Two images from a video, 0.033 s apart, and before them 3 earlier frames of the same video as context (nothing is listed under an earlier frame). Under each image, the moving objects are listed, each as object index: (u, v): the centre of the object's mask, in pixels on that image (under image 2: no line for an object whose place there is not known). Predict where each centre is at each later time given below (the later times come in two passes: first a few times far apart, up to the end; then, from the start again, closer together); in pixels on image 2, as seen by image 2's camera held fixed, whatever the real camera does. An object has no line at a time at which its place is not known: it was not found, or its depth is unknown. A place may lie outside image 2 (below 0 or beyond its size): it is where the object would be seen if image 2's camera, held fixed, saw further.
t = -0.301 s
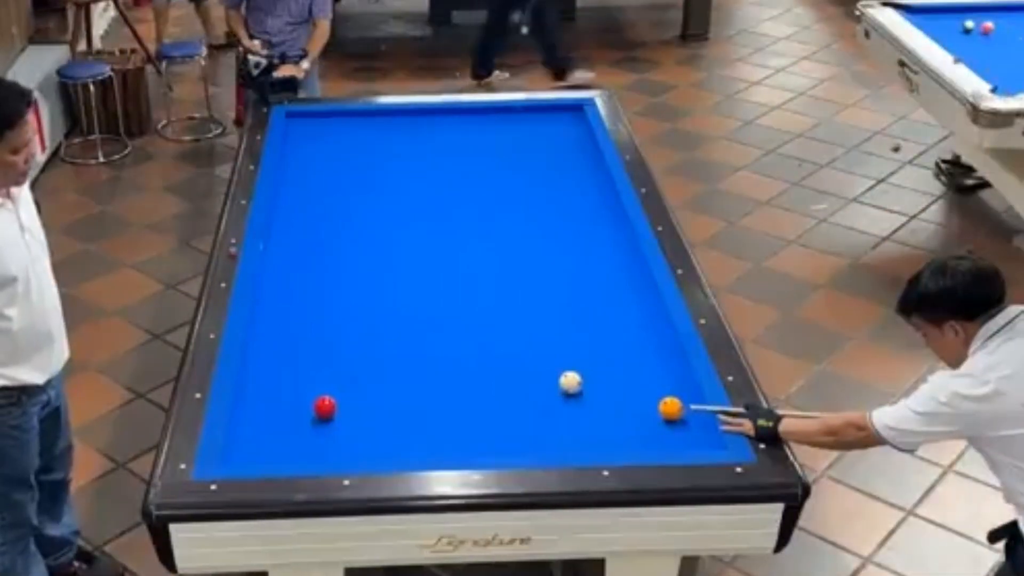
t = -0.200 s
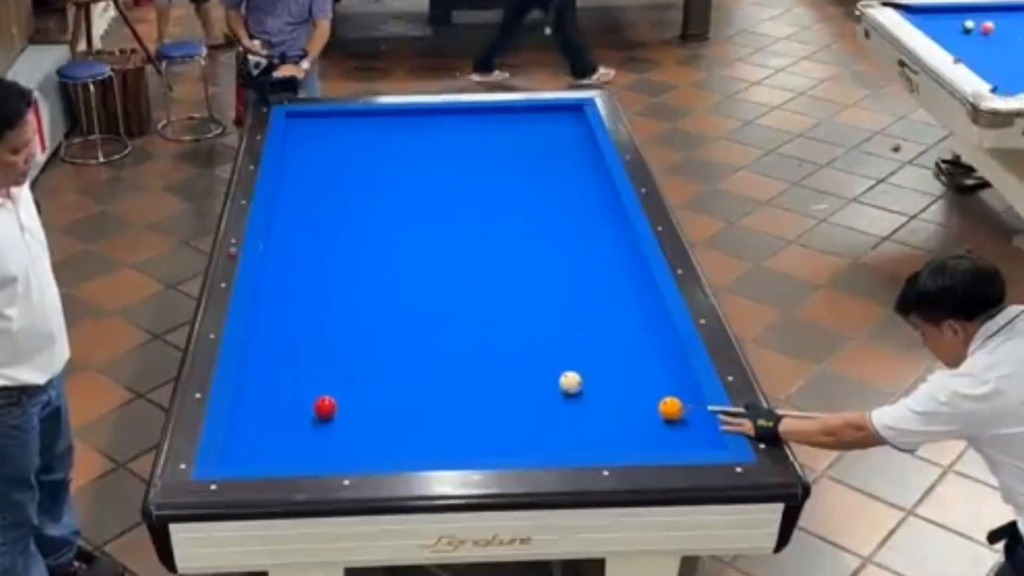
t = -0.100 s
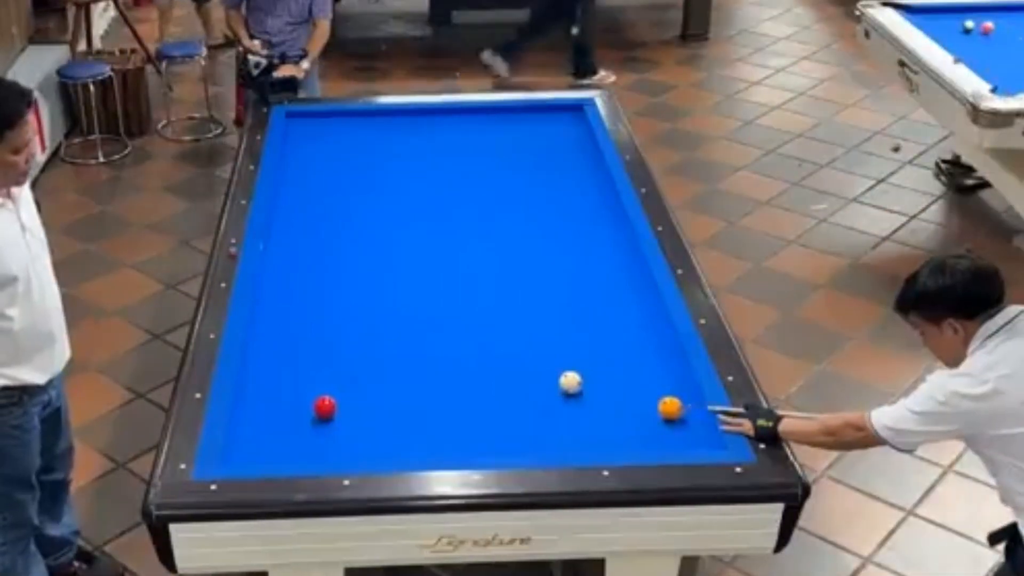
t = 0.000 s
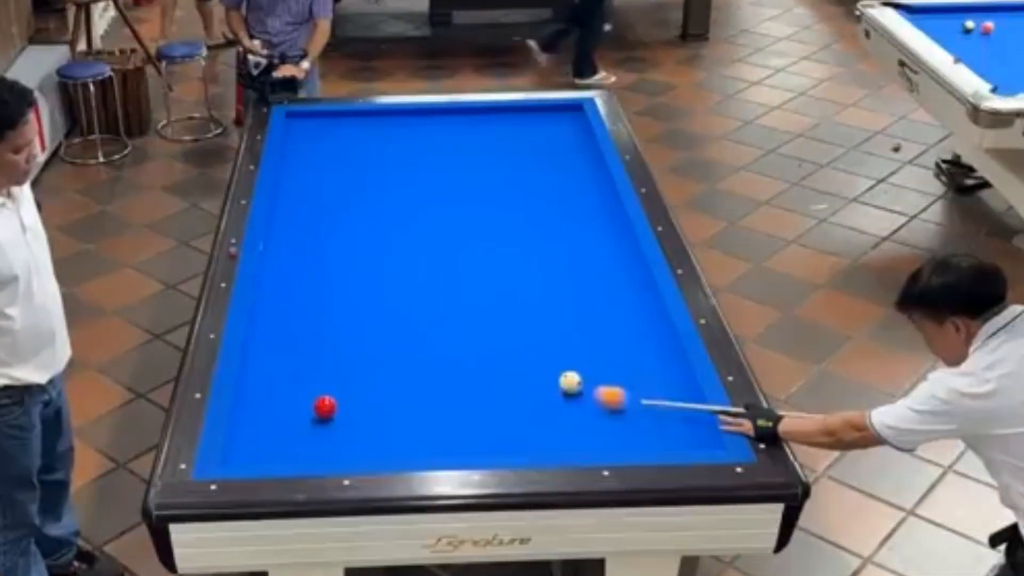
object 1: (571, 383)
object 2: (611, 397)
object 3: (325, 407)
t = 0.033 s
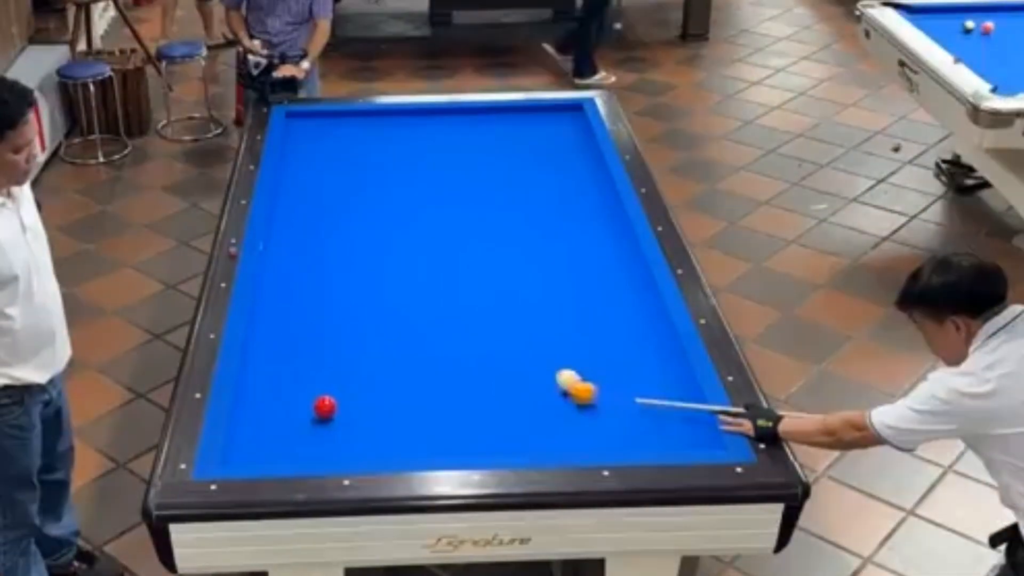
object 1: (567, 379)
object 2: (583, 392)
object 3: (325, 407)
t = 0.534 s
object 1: (418, 283)
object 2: (386, 442)
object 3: (325, 407)
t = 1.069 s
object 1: (310, 212)
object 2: (283, 437)
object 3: (325, 407)
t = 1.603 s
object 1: (318, 160)
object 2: (387, 417)
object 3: (332, 383)
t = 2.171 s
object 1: (366, 119)
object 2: (485, 409)
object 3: (339, 353)
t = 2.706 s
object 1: (403, 128)
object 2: (569, 403)
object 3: (345, 329)
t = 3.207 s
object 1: (438, 145)
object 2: (643, 398)
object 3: (350, 310)
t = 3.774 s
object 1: (478, 165)
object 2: (674, 398)
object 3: (353, 292)
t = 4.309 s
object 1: (515, 183)
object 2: (643, 405)
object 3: (357, 278)
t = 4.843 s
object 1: (553, 201)
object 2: (615, 411)
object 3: (358, 266)
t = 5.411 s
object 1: (594, 221)
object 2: (590, 417)
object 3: (359, 256)
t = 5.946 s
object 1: (625, 238)
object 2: (571, 420)
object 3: (360, 248)
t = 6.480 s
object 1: (615, 253)
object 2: (554, 421)
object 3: (360, 243)
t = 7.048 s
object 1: (604, 267)
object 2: (543, 421)
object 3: (359, 239)
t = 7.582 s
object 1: (595, 279)
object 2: (537, 421)
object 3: (359, 237)
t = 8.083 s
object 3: (358, 237)
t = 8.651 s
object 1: (582, 298)
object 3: (358, 237)
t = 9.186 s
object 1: (578, 305)
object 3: (358, 237)
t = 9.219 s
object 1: (578, 305)
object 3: (358, 237)
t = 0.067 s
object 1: (554, 372)
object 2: (570, 398)
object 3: (325, 407)
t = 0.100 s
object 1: (541, 363)
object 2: (556, 402)
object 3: (325, 407)
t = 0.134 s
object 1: (528, 355)
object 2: (543, 407)
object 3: (325, 407)
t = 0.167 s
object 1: (516, 347)
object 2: (530, 410)
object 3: (325, 407)
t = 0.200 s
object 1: (505, 339)
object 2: (517, 414)
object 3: (325, 407)
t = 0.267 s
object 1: (485, 326)
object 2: (491, 420)
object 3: (325, 407)
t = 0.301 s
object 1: (476, 320)
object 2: (478, 422)
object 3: (325, 407)
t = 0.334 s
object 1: (466, 314)
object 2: (465, 425)
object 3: (325, 407)
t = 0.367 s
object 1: (458, 309)
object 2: (452, 428)
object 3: (325, 407)
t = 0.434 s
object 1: (442, 298)
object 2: (425, 434)
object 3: (325, 407)
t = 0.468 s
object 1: (434, 293)
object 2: (412, 437)
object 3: (325, 407)
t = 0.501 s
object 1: (426, 288)
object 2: (399, 439)
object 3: (325, 407)
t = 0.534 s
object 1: (418, 283)
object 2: (386, 442)
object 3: (325, 407)
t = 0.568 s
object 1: (411, 278)
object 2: (372, 445)
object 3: (325, 407)
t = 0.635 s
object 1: (396, 268)
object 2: (345, 449)
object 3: (325, 407)
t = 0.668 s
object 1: (389, 263)
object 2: (331, 452)
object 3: (325, 407)
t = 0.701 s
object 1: (382, 259)
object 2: (318, 455)
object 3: (325, 407)
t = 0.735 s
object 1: (375, 254)
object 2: (304, 457)
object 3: (325, 407)
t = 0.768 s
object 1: (368, 250)
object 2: (289, 456)
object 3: (325, 407)
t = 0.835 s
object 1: (355, 241)
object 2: (261, 454)
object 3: (325, 407)
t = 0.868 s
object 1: (348, 236)
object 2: (246, 454)
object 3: (325, 407)
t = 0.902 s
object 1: (342, 232)
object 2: (233, 453)
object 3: (325, 407)
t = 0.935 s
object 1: (335, 228)
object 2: (242, 451)
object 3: (325, 407)
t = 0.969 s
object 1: (329, 224)
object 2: (253, 447)
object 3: (325, 407)
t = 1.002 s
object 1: (322, 220)
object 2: (264, 444)
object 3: (325, 407)
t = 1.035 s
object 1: (316, 216)
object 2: (274, 440)
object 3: (325, 407)
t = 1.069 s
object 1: (310, 212)
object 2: (283, 437)
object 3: (325, 407)
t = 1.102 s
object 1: (304, 208)
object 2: (291, 433)
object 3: (325, 407)
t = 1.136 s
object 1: (298, 204)
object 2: (299, 430)
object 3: (325, 407)
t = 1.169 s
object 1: (293, 200)
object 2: (306, 427)
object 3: (325, 407)
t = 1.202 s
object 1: (287, 196)
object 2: (313, 424)
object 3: (326, 406)
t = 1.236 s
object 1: (281, 193)
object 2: (320, 422)
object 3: (326, 403)
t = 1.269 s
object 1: (281, 190)
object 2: (327, 422)
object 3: (326, 400)
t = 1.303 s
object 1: (286, 187)
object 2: (333, 421)
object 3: (326, 400)
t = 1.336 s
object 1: (291, 184)
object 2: (339, 420)
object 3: (327, 399)
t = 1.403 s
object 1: (299, 177)
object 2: (351, 420)
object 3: (328, 394)
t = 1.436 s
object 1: (302, 175)
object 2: (357, 419)
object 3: (329, 393)
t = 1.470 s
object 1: (305, 172)
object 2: (363, 419)
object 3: (330, 391)
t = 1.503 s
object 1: (309, 169)
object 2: (369, 418)
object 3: (330, 389)
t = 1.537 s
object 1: (312, 166)
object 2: (375, 418)
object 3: (331, 386)
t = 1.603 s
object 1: (318, 160)
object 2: (387, 417)
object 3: (332, 383)
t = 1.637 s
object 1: (321, 158)
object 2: (393, 417)
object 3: (332, 381)
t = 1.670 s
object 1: (324, 155)
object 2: (399, 416)
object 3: (333, 379)
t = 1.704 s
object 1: (327, 153)
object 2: (405, 416)
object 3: (334, 377)
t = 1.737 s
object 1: (330, 150)
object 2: (410, 415)
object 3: (334, 375)
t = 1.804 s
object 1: (336, 145)
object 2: (423, 415)
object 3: (335, 372)
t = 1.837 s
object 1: (339, 143)
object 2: (428, 414)
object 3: (336, 370)
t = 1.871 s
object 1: (341, 140)
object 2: (434, 414)
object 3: (336, 368)
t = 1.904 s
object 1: (344, 138)
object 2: (440, 414)
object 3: (336, 366)
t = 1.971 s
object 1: (350, 132)
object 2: (451, 412)
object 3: (337, 363)
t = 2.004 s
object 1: (352, 130)
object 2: (456, 412)
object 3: (337, 361)
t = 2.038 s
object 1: (355, 128)
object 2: (462, 411)
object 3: (337, 359)
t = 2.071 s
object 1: (358, 125)
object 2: (467, 410)
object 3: (338, 358)
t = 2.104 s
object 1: (360, 123)
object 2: (473, 410)
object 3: (339, 356)
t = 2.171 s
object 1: (366, 119)
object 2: (485, 409)
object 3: (339, 353)
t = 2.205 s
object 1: (368, 117)
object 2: (490, 409)
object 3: (340, 351)
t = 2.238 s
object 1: (370, 115)
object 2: (495, 409)
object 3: (340, 350)
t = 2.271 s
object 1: (373, 113)
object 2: (501, 408)
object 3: (340, 348)
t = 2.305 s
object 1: (375, 114)
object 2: (506, 408)
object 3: (341, 347)
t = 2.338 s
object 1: (377, 115)
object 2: (512, 408)
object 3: (341, 345)
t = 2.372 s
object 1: (379, 117)
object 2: (517, 407)
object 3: (341, 344)
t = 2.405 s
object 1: (382, 118)
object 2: (522, 407)
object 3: (342, 342)
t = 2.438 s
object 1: (384, 119)
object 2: (527, 406)
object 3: (342, 341)
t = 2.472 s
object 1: (386, 120)
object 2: (533, 406)
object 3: (343, 339)
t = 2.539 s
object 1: (391, 122)
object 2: (543, 405)
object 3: (343, 336)
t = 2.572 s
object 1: (394, 123)
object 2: (549, 405)
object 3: (343, 335)
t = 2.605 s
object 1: (396, 125)
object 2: (553, 403)
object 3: (344, 333)
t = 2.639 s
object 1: (398, 126)
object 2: (558, 404)
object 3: (344, 332)
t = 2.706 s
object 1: (403, 128)
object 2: (569, 403)
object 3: (345, 329)
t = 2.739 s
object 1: (405, 129)
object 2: (574, 402)
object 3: (346, 328)
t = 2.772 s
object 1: (407, 130)
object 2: (579, 402)
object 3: (346, 326)
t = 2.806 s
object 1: (410, 131)
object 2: (585, 402)
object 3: (346, 325)
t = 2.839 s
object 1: (413, 132)
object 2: (589, 402)
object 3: (346, 324)
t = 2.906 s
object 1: (417, 135)
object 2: (600, 401)
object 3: (347, 321)
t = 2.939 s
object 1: (420, 135)
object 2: (604, 400)
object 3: (347, 320)
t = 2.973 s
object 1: (422, 137)
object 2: (609, 400)
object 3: (348, 319)
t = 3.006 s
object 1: (424, 138)
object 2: (614, 400)
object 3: (348, 318)
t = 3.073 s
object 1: (429, 141)
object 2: (624, 399)
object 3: (348, 315)
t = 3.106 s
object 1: (431, 142)
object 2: (628, 399)
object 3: (349, 314)
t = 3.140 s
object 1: (433, 143)
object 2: (633, 398)
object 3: (349, 313)
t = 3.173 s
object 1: (435, 144)
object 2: (638, 398)
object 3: (350, 312)
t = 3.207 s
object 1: (438, 145)
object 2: (643, 398)
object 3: (350, 310)
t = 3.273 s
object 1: (442, 148)
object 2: (652, 396)
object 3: (350, 308)
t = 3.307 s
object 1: (445, 149)
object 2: (657, 396)
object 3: (350, 307)
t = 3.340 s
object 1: (448, 150)
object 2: (662, 396)
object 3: (351, 306)
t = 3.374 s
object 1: (450, 151)
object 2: (667, 396)
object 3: (351, 305)
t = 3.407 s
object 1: (452, 153)
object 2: (671, 395)
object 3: (351, 304)
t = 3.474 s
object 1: (456, 155)
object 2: (681, 395)
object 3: (352, 301)
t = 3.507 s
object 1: (459, 156)
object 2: (685, 395)
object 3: (352, 299)
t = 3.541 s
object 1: (461, 157)
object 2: (689, 395)
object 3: (352, 299)
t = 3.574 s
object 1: (463, 158)
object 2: (689, 395)
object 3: (352, 298)
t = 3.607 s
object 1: (466, 160)
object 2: (686, 395)
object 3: (352, 296)
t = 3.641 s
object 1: (468, 160)
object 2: (683, 396)
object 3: (353, 296)
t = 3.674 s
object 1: (471, 162)
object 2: (682, 397)
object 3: (353, 294)
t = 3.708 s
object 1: (473, 163)
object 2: (679, 397)
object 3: (353, 293)
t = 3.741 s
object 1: (475, 164)
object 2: (677, 397)
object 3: (353, 293)
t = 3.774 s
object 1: (478, 165)
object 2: (674, 398)
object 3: (353, 292)
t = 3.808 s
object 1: (480, 166)
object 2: (672, 398)
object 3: (354, 291)
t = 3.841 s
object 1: (482, 167)
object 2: (670, 399)
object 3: (354, 290)
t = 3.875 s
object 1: (485, 169)
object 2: (669, 400)
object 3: (354, 289)
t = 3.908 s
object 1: (487, 170)
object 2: (667, 400)
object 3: (354, 289)
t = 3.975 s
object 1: (492, 172)
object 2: (662, 400)
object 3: (356, 287)
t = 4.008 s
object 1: (494, 173)
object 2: (660, 401)
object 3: (356, 285)
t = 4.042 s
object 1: (496, 174)
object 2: (658, 401)
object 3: (356, 284)
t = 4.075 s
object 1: (499, 175)
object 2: (657, 402)
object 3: (356, 284)
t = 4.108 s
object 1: (501, 177)
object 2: (654, 402)
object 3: (356, 282)
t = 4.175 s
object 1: (506, 179)
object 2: (650, 403)
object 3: (357, 281)
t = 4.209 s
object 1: (509, 180)
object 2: (649, 404)
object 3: (357, 280)
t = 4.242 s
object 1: (511, 181)
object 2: (646, 404)
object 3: (357, 279)
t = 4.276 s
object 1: (513, 183)
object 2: (644, 405)
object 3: (357, 279)
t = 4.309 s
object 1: (515, 183)
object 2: (643, 405)
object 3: (357, 278)
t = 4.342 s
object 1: (518, 185)
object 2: (641, 405)
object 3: (357, 277)
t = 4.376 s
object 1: (521, 186)
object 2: (639, 406)
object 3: (357, 276)
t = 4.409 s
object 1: (523, 187)
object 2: (637, 406)
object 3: (357, 275)
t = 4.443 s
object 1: (525, 188)
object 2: (636, 407)
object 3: (357, 274)
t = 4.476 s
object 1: (527, 189)
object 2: (634, 407)
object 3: (357, 274)
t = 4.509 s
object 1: (530, 190)
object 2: (632, 408)
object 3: (358, 273)
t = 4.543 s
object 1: (533, 191)
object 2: (630, 408)
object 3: (358, 273)
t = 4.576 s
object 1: (535, 192)
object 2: (628, 408)
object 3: (358, 273)
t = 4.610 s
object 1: (537, 193)
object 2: (627, 409)
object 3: (357, 272)
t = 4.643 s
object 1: (540, 195)
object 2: (625, 409)
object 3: (357, 270)
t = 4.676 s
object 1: (542, 196)
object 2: (623, 410)
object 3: (357, 269)
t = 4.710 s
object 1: (545, 197)
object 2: (622, 410)
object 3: (357, 269)
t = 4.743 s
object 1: (547, 198)
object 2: (620, 410)
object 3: (357, 268)
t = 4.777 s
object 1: (549, 199)
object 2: (619, 410)
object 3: (358, 267)
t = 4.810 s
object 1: (551, 201)
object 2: (617, 411)
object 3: (358, 267)
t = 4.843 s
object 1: (553, 201)
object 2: (615, 411)
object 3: (358, 266)
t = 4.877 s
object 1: (556, 203)
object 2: (614, 412)
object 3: (358, 265)
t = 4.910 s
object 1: (558, 204)
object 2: (612, 412)
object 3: (358, 265)
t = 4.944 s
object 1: (561, 205)
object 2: (610, 413)
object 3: (358, 264)
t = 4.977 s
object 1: (563, 206)
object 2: (609, 413)
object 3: (358, 263)
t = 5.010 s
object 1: (566, 207)
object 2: (607, 413)
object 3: (358, 263)
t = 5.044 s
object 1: (568, 208)
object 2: (606, 413)
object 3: (358, 262)
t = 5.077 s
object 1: (570, 210)
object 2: (605, 413)
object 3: (358, 261)
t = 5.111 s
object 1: (573, 211)
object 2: (603, 414)
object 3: (358, 261)
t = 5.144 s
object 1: (575, 212)
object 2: (601, 414)
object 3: (358, 260)
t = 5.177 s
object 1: (577, 213)
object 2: (600, 414)
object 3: (358, 260)
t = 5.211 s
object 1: (580, 214)
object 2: (599, 415)
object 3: (359, 259)
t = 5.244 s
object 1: (582, 215)
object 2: (597, 415)
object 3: (359, 258)
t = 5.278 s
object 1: (585, 216)
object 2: (596, 416)
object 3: (359, 258)
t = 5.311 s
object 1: (587, 218)
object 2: (594, 416)
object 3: (359, 257)
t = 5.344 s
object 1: (590, 219)
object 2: (593, 416)
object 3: (359, 257)
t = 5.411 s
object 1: (594, 221)
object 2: (590, 417)
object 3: (359, 256)
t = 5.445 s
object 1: (596, 222)
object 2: (589, 417)
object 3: (359, 255)
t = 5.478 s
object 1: (599, 223)
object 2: (587, 417)
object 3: (359, 255)
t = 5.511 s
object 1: (601, 224)
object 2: (587, 417)
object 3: (359, 254)
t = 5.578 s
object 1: (605, 227)
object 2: (584, 418)
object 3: (359, 253)
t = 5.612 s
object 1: (607, 228)
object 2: (582, 418)
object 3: (359, 253)
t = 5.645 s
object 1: (610, 229)
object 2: (581, 418)
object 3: (359, 252)
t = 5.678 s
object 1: (613, 230)
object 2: (580, 418)
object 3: (359, 251)
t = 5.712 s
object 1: (615, 231)
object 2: (578, 418)
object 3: (359, 251)
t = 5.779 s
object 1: (619, 233)
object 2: (576, 419)
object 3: (359, 250)
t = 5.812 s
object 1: (622, 234)
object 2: (575, 419)
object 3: (360, 250)
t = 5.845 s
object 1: (624, 235)
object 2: (574, 419)
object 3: (360, 249)
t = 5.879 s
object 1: (626, 236)
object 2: (573, 419)
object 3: (360, 249)
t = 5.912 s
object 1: (626, 237)
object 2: (572, 419)
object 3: (360, 249)
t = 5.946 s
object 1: (625, 238)
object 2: (571, 420)
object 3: (360, 248)
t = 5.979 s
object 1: (625, 239)
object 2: (569, 420)
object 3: (359, 248)
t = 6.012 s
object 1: (624, 240)
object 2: (568, 420)
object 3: (359, 247)
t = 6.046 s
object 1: (623, 241)
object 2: (567, 420)
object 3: (359, 247)
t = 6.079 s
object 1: (623, 242)
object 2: (566, 421)
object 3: (359, 247)
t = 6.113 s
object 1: (622, 243)
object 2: (565, 421)
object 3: (360, 246)
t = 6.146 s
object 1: (621, 244)
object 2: (564, 421)
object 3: (359, 246)
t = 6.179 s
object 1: (620, 245)
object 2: (563, 421)
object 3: (359, 246)
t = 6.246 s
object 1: (619, 247)
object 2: (561, 421)
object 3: (360, 245)
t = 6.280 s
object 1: (618, 248)
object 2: (560, 421)
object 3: (359, 245)
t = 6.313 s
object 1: (618, 249)
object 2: (559, 421)
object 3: (359, 244)
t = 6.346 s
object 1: (617, 249)
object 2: (558, 421)
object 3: (359, 244)
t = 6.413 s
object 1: (616, 251)
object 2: (556, 421)
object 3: (360, 243)
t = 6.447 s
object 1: (615, 252)
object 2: (555, 421)
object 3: (360, 243)
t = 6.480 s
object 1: (615, 253)
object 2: (554, 421)
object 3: (360, 243)
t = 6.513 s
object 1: (614, 254)
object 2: (554, 421)
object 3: (360, 243)
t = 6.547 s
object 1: (613, 254)
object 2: (553, 421)
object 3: (360, 243)
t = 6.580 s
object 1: (612, 255)
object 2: (552, 421)
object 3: (360, 243)
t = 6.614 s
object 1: (612, 256)
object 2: (551, 421)
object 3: (359, 242)
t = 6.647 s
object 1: (612, 257)
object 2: (551, 421)
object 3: (359, 242)
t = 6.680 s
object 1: (611, 258)
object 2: (550, 421)
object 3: (359, 242)
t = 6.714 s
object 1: (610, 259)
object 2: (549, 421)
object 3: (359, 241)
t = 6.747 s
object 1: (609, 260)
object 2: (548, 421)
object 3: (359, 241)
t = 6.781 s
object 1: (608, 261)
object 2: (547, 421)
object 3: (359, 241)
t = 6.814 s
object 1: (608, 261)
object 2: (547, 421)
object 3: (359, 241)
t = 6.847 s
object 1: (607, 262)
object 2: (546, 421)
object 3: (359, 241)
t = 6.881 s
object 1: (607, 263)
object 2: (546, 421)
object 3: (359, 240)
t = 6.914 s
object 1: (606, 263)
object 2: (545, 421)
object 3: (359, 240)
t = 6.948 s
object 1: (605, 265)
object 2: (544, 421)
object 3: (359, 240)
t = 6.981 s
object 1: (605, 265)
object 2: (544, 421)
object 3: (359, 239)
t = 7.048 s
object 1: (604, 267)
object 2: (543, 421)
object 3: (359, 239)
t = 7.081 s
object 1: (603, 268)
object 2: (542, 421)
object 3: (359, 238)
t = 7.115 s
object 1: (602, 268)
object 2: (541, 421)
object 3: (359, 238)
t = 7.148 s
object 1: (602, 269)
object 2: (541, 421)
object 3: (359, 238)
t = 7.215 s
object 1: (601, 271)
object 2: (540, 421)
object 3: (359, 238)
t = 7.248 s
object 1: (600, 271)
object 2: (540, 421)
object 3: (359, 238)
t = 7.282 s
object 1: (600, 272)
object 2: (539, 421)
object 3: (359, 238)
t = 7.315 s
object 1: (599, 273)
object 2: (539, 421)
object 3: (359, 238)
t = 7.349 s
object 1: (599, 274)
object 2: (539, 421)
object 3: (359, 238)
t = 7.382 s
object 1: (598, 275)
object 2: (539, 421)
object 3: (359, 237)
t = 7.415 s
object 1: (598, 275)
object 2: (539, 421)
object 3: (359, 237)
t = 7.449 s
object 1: (597, 276)
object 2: (539, 421)
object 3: (359, 237)
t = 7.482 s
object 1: (597, 277)
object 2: (538, 421)
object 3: (359, 237)
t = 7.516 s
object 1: (596, 277)
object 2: (537, 421)
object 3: (359, 237)
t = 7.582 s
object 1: (595, 279)
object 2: (537, 421)
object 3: (359, 237)
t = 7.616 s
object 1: (595, 279)
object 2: (537, 421)
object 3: (359, 237)
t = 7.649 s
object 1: (595, 280)
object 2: (537, 421)
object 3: (359, 237)
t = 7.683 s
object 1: (594, 281)
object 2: (537, 421)
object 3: (359, 237)
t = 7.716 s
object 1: (594, 282)
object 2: (537, 421)
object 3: (359, 237)
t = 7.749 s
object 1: (593, 282)
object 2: (537, 421)
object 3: (359, 237)
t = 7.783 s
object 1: (592, 283)
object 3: (358, 237)
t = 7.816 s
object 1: (592, 284)
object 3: (358, 237)
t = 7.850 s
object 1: (592, 284)
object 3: (358, 237)
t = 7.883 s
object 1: (591, 285)
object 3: (358, 237)
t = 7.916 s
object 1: (590, 285)
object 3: (358, 237)
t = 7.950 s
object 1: (588, 287)
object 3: (358, 237)
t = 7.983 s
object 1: (585, 286)
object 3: (358, 237)
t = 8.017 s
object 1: (582, 287)
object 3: (358, 237)
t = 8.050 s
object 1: (579, 288)
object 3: (358, 237)
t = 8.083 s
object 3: (358, 237)
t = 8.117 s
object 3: (358, 237)
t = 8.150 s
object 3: (358, 237)
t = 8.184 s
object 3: (358, 237)
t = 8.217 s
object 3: (358, 237)
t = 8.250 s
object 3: (358, 237)
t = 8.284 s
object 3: (358, 237)
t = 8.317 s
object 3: (358, 237)
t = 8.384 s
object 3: (358, 237)
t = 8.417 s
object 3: (358, 237)
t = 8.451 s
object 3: (358, 237)
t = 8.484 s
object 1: (587, 294)
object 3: (358, 237)
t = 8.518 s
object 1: (584, 295)
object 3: (358, 237)
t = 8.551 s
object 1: (583, 297)
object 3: (358, 237)
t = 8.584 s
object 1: (583, 297)
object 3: (358, 237)
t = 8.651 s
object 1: (582, 298)
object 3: (358, 237)
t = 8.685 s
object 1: (582, 298)
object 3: (358, 237)
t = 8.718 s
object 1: (582, 299)
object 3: (358, 237)
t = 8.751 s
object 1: (581, 299)
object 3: (358, 237)
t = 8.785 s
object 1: (581, 300)
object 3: (358, 237)
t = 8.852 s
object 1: (581, 301)
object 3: (358, 237)
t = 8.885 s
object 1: (580, 301)
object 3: (358, 237)
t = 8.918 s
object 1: (580, 302)
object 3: (358, 237)
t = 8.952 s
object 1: (580, 302)
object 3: (358, 237)
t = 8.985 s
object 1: (579, 302)
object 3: (358, 237)
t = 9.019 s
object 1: (579, 303)
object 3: (358, 237)
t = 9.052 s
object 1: (579, 303)
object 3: (358, 237)
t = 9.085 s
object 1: (579, 303)
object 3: (358, 237)
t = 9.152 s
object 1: (579, 304)
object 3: (358, 237)
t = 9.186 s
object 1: (578, 305)
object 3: (358, 237)
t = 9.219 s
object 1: (578, 305)
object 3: (358, 237)
